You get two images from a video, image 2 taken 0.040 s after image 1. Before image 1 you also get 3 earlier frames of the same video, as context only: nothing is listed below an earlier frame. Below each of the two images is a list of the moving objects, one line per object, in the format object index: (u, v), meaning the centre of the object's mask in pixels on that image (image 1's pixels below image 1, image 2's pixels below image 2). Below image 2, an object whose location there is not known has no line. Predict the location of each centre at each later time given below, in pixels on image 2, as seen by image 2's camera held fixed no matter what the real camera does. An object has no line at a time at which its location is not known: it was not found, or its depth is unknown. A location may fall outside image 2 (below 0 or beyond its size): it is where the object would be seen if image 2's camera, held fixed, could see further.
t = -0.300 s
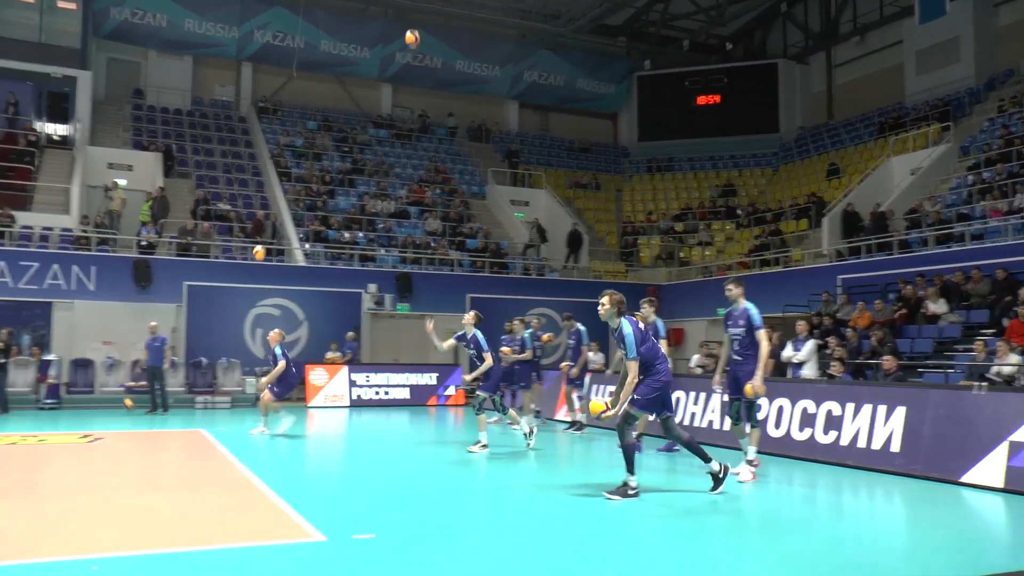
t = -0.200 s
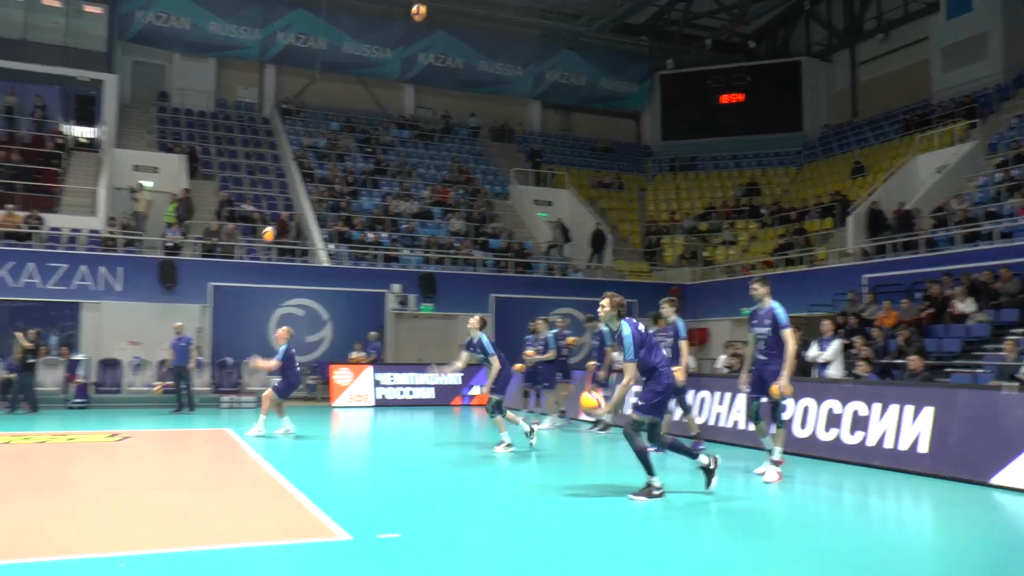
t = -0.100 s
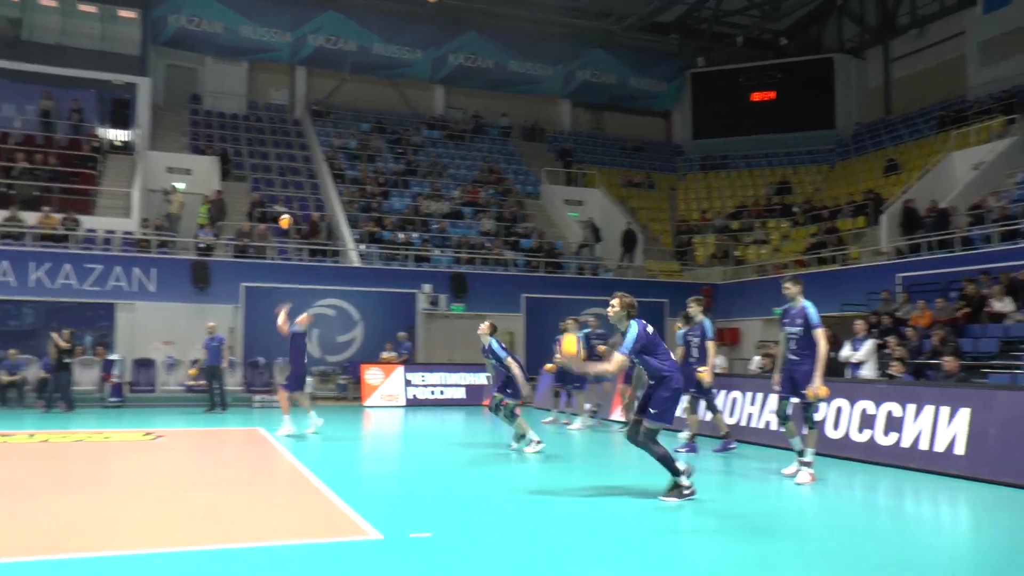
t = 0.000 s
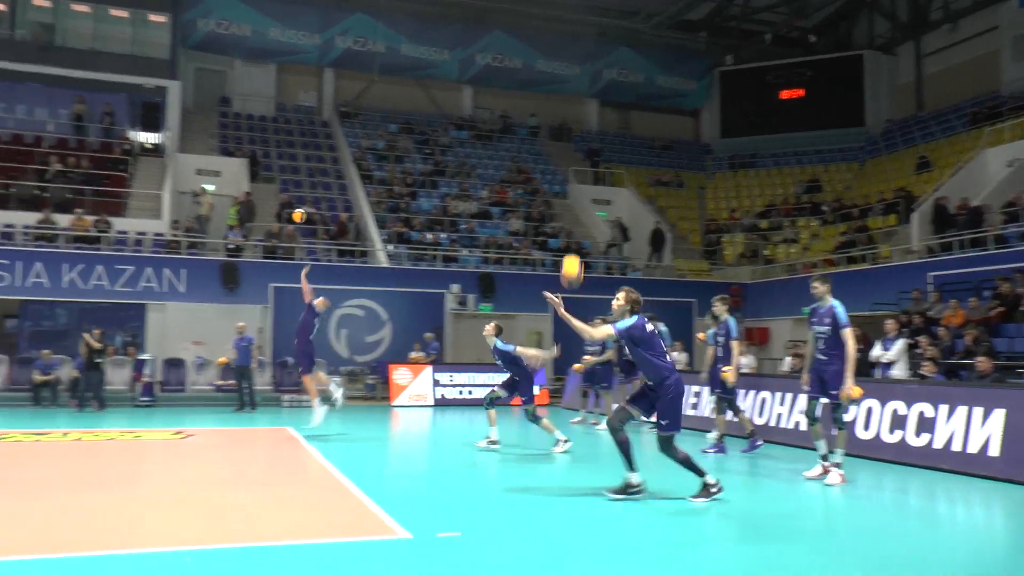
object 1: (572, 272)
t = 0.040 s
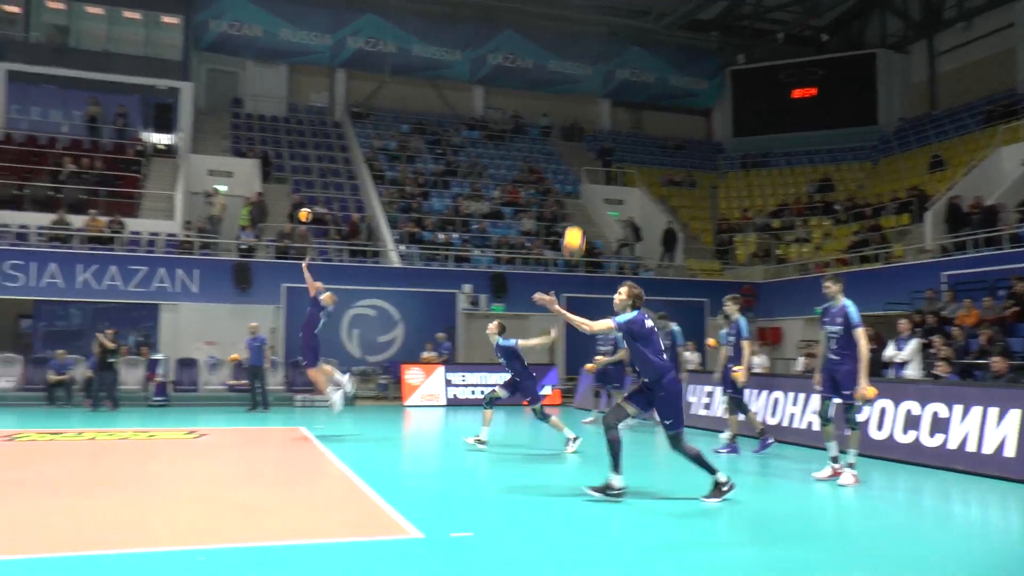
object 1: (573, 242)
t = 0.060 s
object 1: (568, 230)
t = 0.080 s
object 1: (563, 217)
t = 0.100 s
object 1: (558, 204)
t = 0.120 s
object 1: (552, 192)
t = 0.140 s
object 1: (547, 181)
